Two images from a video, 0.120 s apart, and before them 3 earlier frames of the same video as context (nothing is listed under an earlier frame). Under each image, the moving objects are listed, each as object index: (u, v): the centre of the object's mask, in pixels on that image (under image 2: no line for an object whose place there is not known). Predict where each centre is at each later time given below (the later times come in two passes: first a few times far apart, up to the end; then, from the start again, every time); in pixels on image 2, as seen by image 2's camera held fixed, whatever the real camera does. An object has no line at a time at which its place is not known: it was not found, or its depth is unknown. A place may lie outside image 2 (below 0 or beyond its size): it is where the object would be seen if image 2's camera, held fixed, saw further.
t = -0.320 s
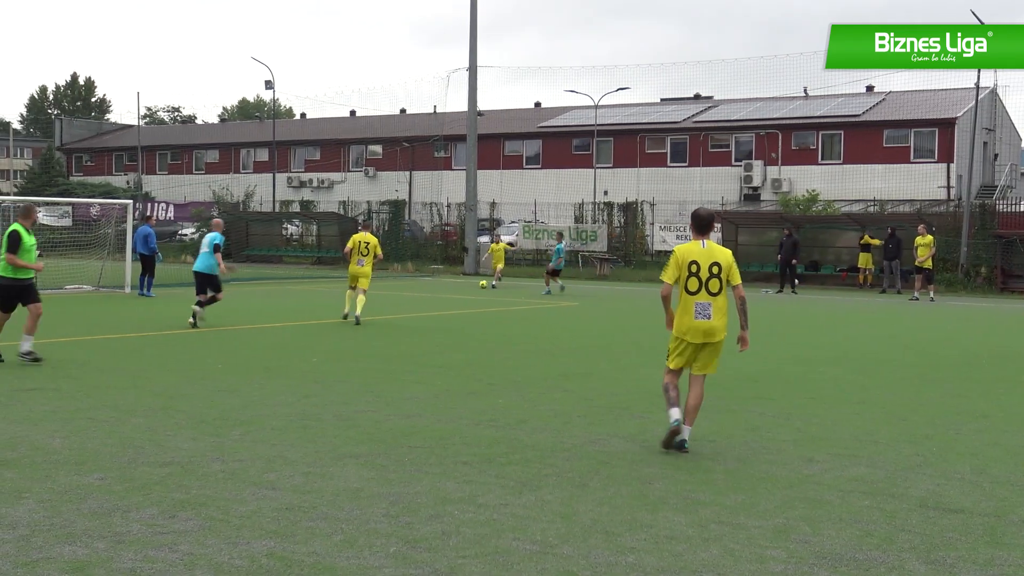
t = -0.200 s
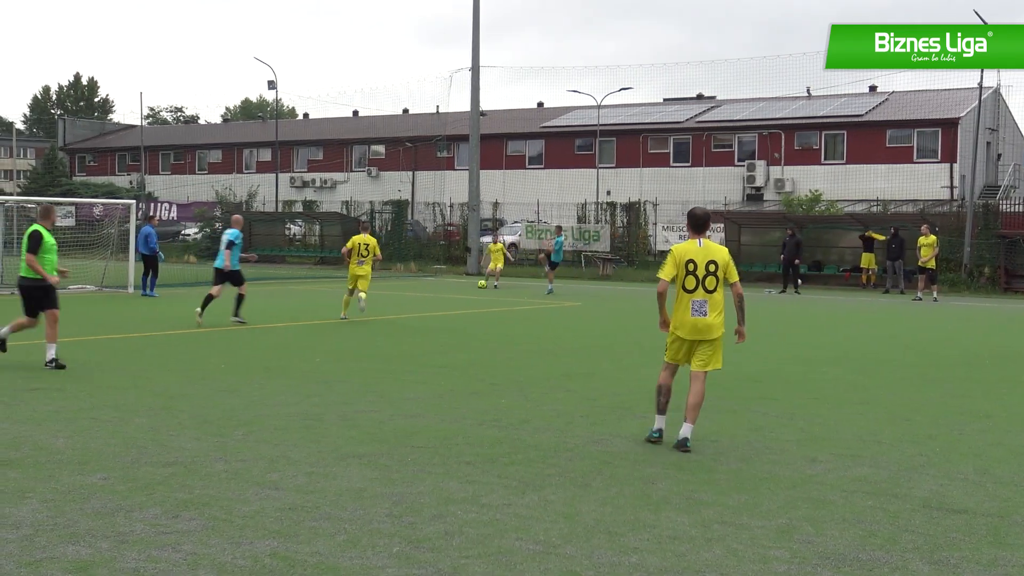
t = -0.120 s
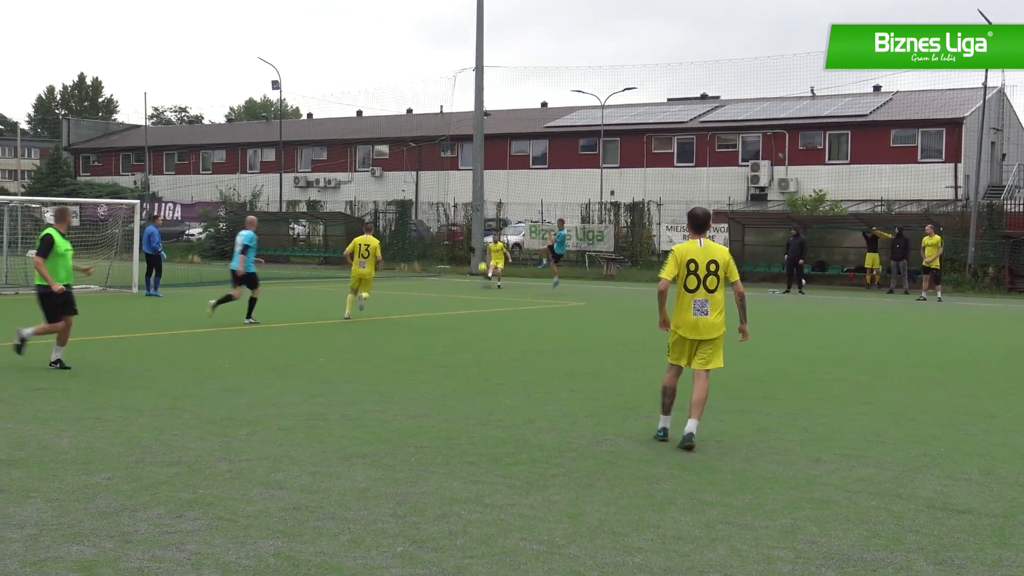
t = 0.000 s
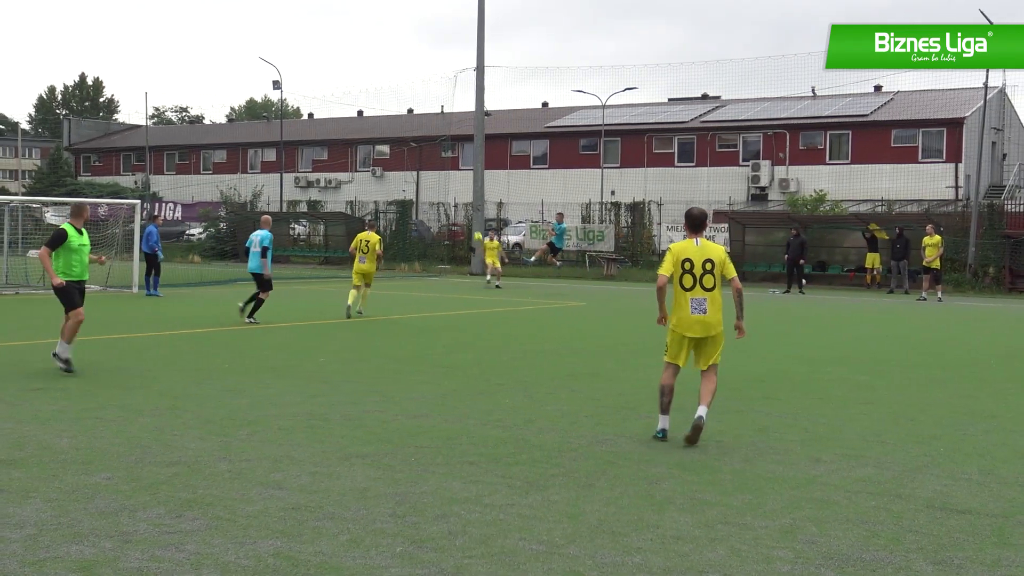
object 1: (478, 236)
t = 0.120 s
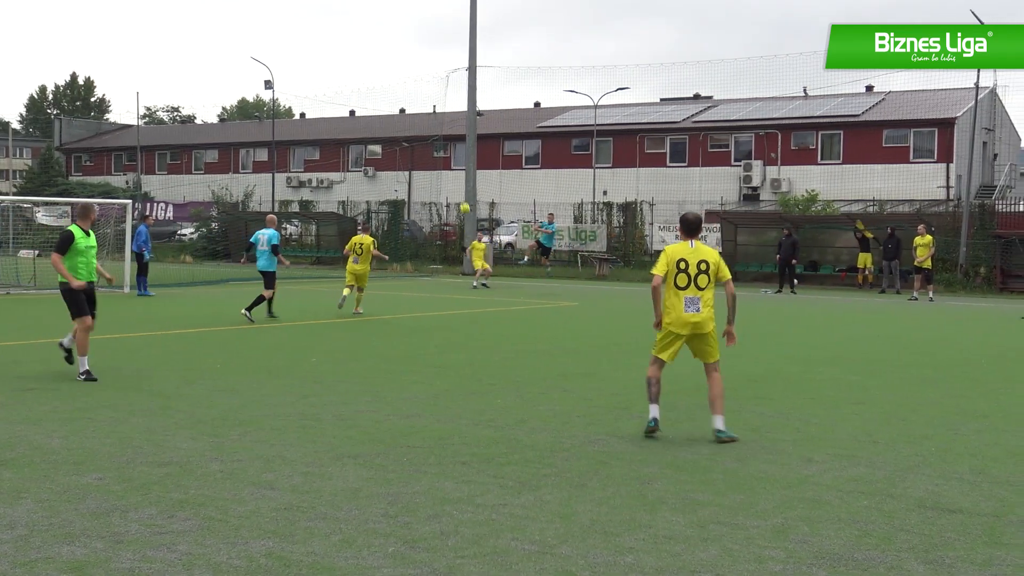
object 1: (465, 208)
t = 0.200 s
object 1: (461, 188)
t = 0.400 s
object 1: (452, 145)
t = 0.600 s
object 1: (443, 110)
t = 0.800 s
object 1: (435, 89)
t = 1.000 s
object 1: (430, 86)
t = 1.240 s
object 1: (430, 120)
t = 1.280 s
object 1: (430, 131)
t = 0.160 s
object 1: (463, 198)
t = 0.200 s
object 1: (461, 188)
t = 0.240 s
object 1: (459, 180)
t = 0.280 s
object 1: (457, 171)
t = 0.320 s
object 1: (455, 162)
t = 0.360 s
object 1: (454, 153)
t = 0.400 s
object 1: (452, 145)
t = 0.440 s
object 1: (450, 138)
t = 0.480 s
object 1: (448, 130)
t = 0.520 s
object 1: (446, 122)
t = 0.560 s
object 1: (445, 117)
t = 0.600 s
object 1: (443, 110)
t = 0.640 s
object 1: (441, 105)
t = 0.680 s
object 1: (439, 100)
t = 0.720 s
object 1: (438, 96)
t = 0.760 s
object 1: (436, 92)
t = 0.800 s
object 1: (435, 89)
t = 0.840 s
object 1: (434, 87)
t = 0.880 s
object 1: (433, 85)
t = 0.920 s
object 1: (432, 85)
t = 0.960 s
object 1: (431, 85)
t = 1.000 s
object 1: (430, 86)
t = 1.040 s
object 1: (429, 88)
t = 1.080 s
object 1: (429, 92)
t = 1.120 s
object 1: (429, 95)
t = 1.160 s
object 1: (429, 102)
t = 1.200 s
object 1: (429, 111)
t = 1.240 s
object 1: (430, 120)
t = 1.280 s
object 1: (430, 131)
